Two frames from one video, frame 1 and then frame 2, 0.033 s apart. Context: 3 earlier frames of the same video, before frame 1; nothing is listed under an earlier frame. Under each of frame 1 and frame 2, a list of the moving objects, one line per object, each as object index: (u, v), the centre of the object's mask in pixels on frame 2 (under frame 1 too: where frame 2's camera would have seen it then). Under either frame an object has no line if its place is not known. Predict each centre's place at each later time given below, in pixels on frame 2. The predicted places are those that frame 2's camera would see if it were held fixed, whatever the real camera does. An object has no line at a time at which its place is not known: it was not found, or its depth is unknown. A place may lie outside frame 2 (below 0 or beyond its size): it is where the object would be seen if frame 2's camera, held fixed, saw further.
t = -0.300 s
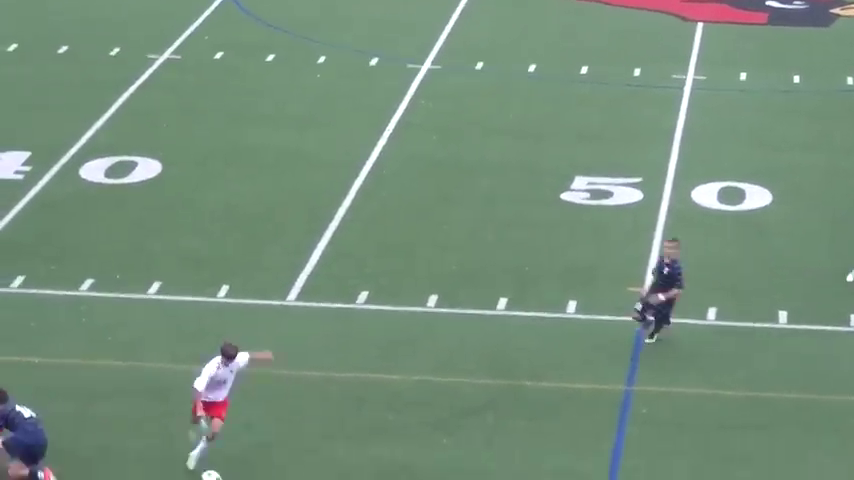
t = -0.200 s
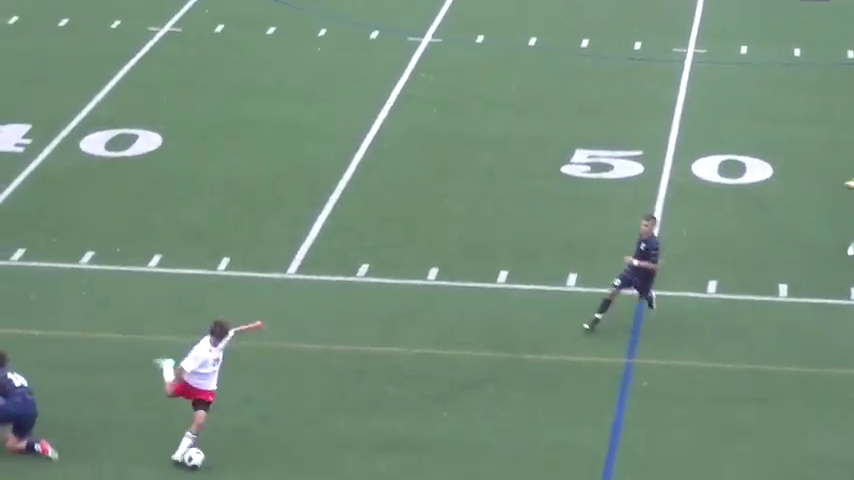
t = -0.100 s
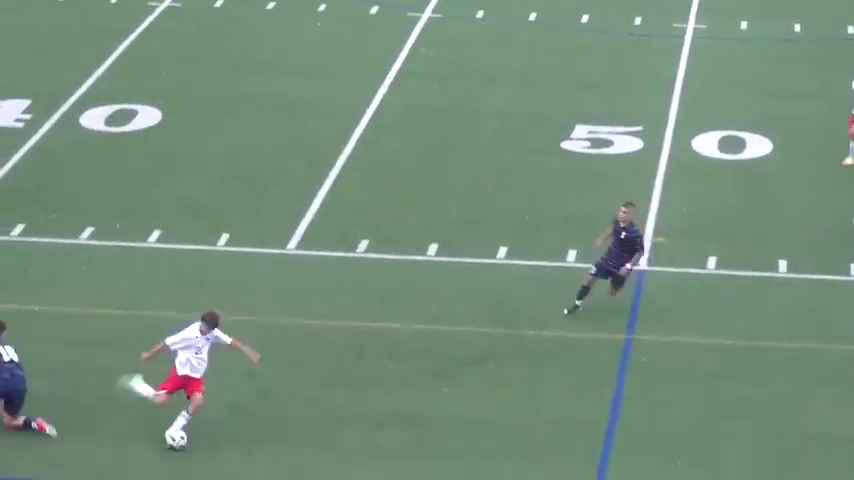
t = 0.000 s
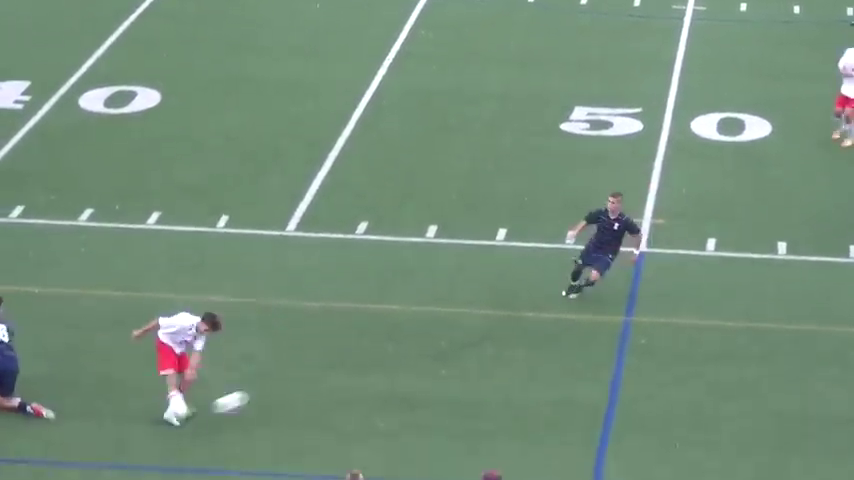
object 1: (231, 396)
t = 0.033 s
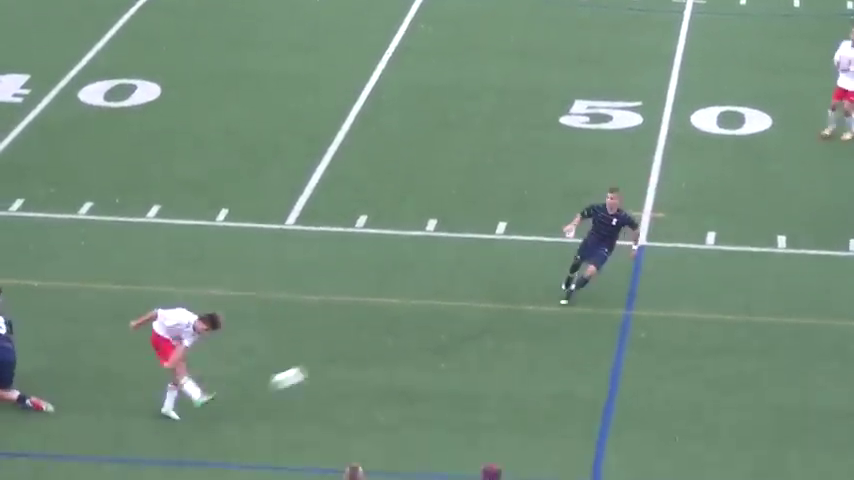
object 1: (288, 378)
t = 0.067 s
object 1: (345, 362)
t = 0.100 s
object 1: (404, 345)
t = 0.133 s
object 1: (464, 330)
